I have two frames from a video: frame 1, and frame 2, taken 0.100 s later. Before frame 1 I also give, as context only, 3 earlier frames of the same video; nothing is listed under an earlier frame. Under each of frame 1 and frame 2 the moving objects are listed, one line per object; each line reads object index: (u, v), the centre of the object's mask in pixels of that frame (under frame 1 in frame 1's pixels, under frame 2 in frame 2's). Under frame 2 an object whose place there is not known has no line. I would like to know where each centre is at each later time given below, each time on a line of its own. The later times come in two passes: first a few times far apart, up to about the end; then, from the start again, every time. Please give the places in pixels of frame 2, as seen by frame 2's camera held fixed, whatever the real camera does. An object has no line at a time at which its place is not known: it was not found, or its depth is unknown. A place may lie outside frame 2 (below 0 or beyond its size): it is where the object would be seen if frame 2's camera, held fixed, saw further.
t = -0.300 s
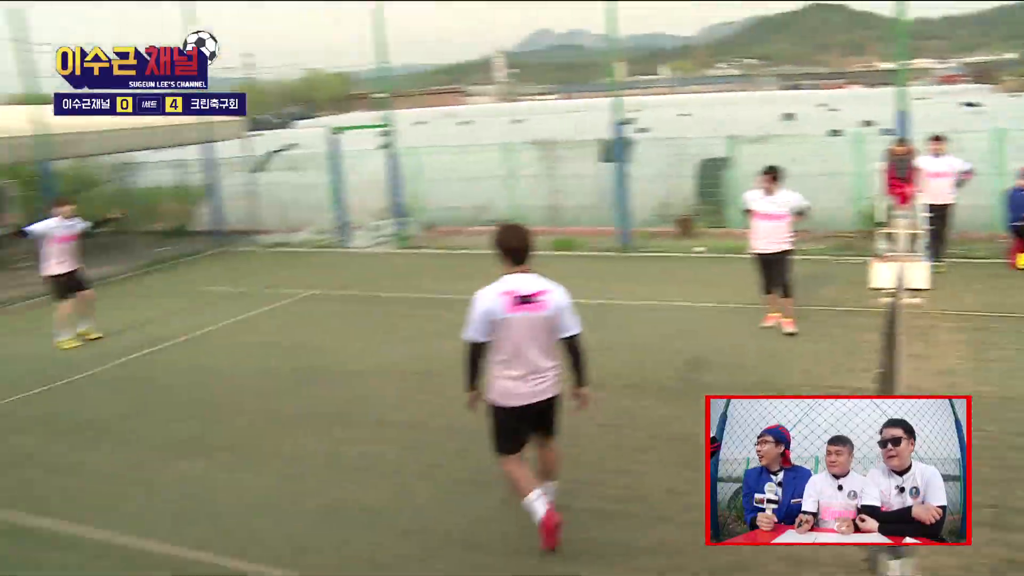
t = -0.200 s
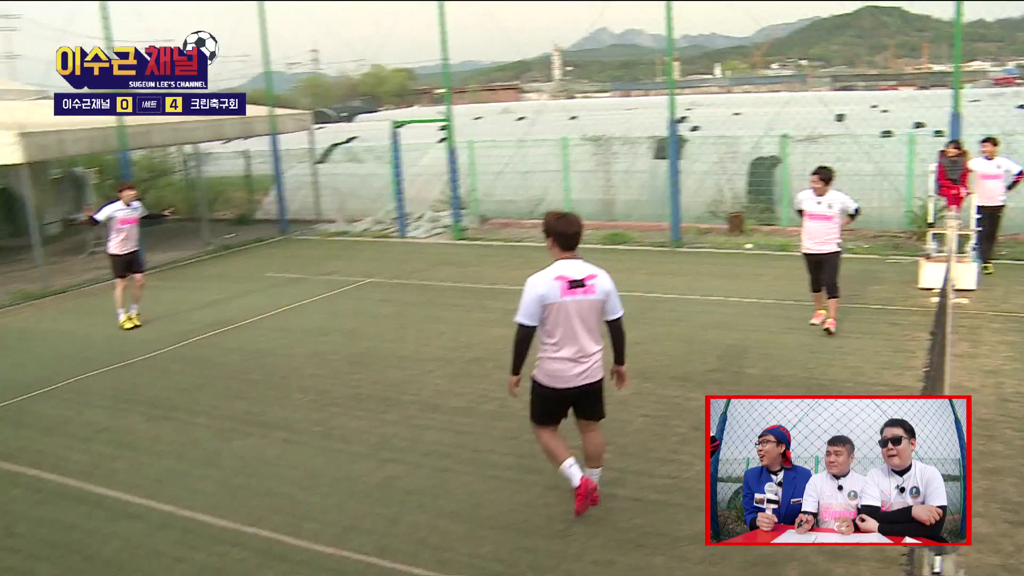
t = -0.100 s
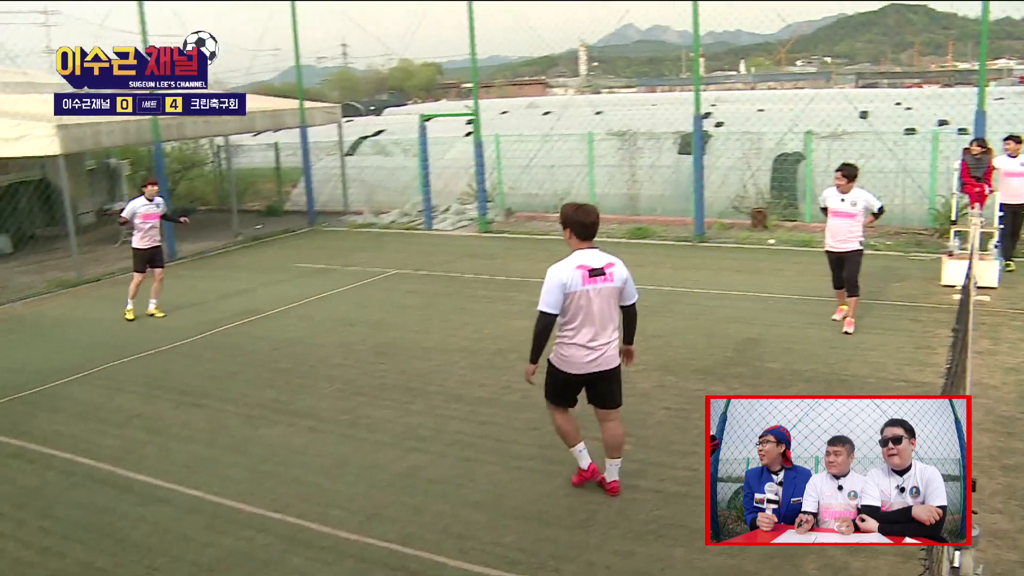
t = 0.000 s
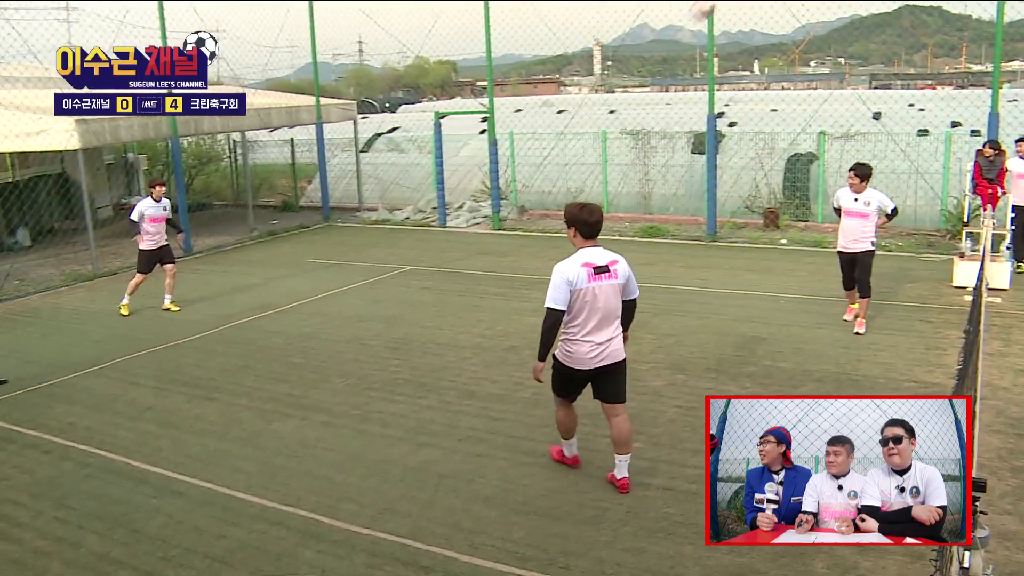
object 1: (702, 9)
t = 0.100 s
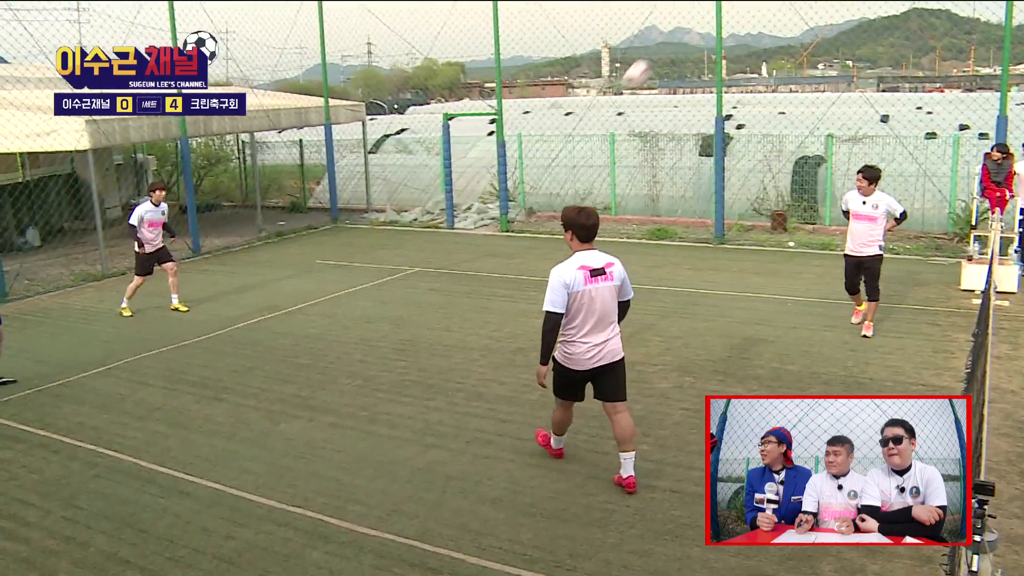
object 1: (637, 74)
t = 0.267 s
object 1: (527, 196)
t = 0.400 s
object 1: (452, 298)
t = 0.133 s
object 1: (614, 98)
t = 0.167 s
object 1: (591, 122)
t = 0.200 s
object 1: (569, 147)
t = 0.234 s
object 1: (548, 173)
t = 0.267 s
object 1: (527, 196)
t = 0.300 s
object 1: (508, 220)
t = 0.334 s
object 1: (487, 246)
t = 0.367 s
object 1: (469, 272)
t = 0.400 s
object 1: (452, 298)
